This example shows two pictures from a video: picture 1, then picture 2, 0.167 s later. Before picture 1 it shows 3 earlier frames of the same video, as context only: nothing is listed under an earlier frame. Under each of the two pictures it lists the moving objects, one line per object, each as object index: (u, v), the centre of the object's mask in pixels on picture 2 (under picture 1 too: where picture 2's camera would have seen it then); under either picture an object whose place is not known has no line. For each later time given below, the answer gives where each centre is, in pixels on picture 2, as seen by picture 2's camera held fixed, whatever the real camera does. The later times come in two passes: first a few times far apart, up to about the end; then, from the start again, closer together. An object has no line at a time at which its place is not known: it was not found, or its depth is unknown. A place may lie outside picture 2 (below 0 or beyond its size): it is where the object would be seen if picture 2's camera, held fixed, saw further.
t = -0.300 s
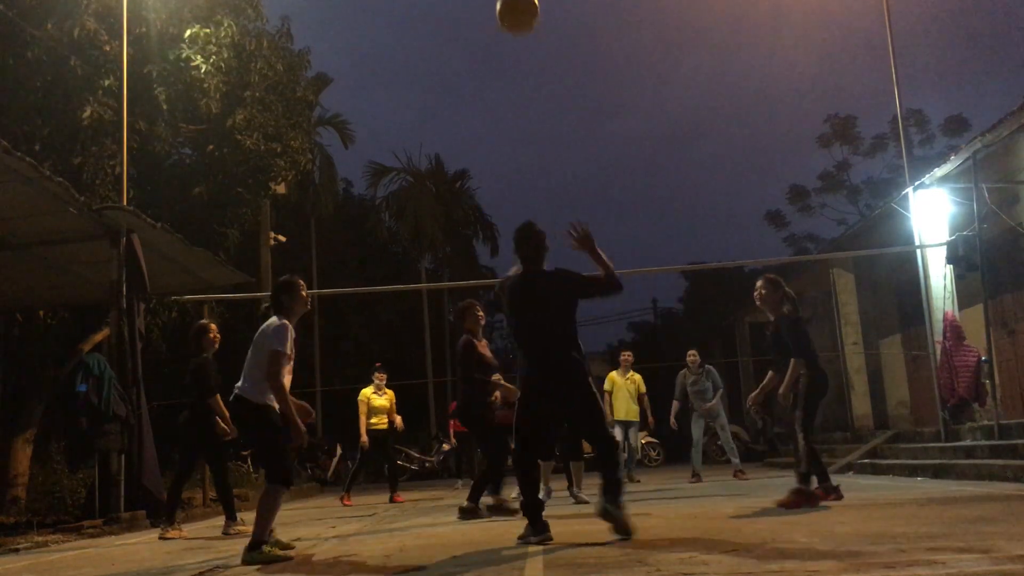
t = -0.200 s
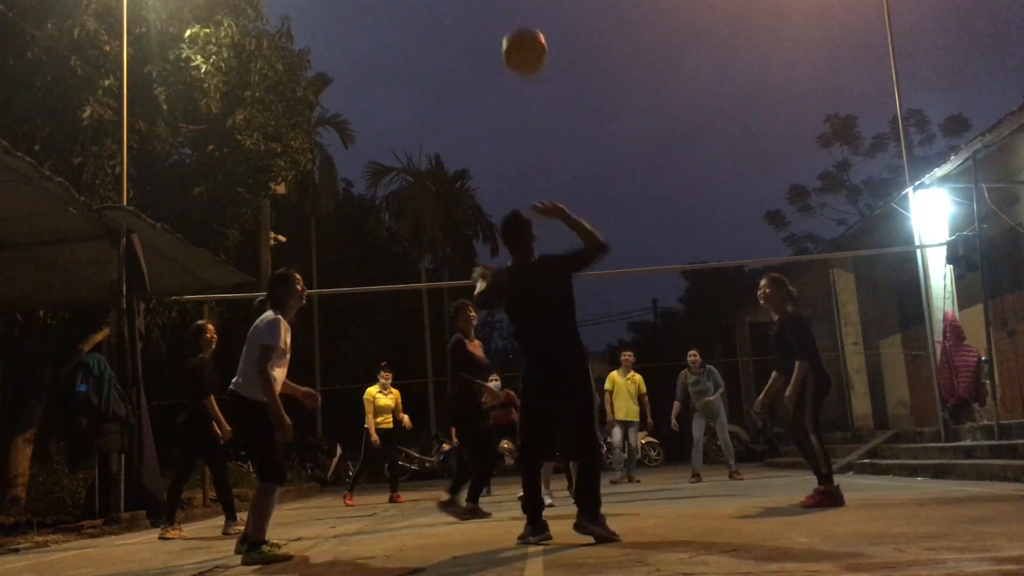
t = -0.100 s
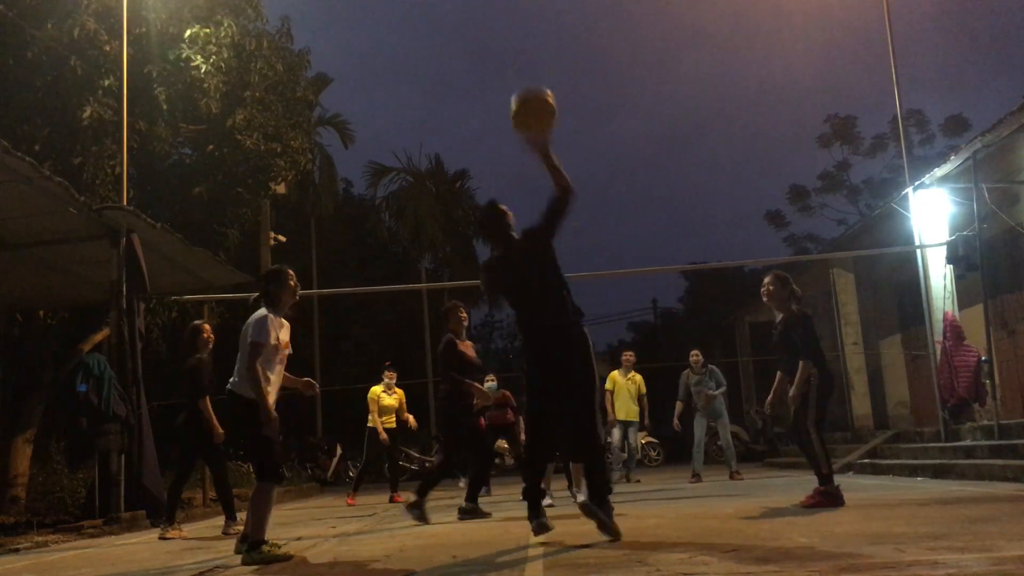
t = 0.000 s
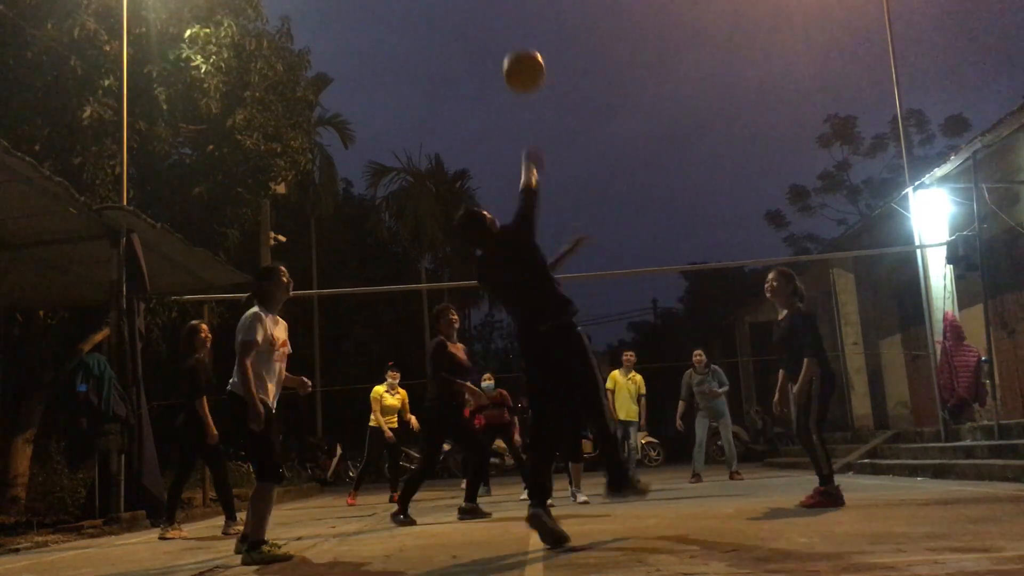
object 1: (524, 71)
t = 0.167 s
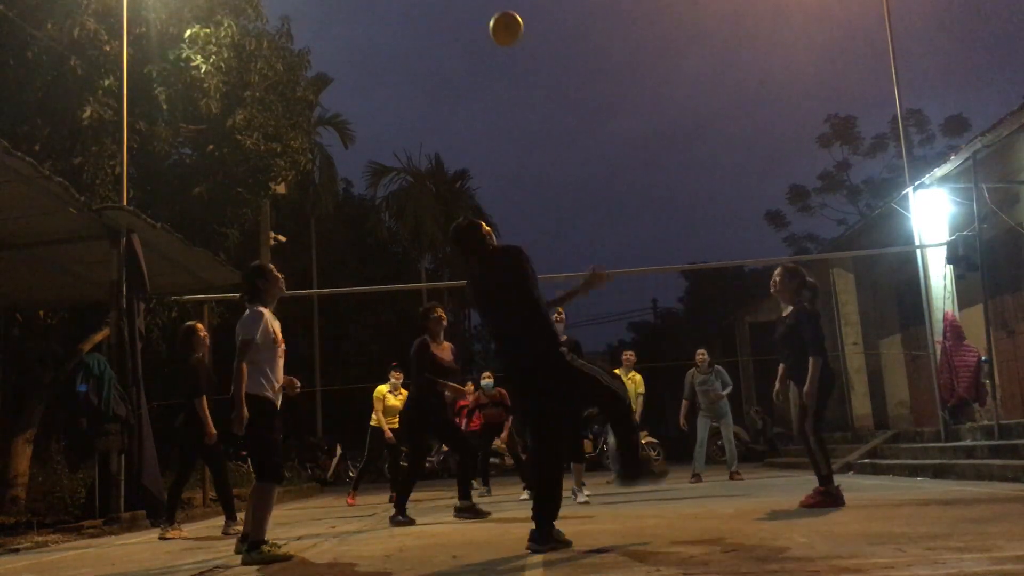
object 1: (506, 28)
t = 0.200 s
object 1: (504, 25)
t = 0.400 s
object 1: (494, 40)
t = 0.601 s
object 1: (492, 88)
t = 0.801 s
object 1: (492, 159)
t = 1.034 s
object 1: (491, 262)
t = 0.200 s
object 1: (504, 25)
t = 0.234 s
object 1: (502, 25)
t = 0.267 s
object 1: (501, 26)
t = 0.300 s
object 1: (500, 28)
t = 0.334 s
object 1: (498, 31)
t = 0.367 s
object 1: (496, 35)
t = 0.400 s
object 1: (494, 40)
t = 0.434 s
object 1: (493, 46)
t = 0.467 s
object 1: (493, 53)
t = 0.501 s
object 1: (492, 61)
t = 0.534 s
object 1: (492, 69)
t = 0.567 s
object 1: (492, 78)
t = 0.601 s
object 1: (492, 88)
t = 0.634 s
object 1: (492, 98)
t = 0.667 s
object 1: (492, 109)
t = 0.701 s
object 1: (492, 121)
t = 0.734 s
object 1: (492, 133)
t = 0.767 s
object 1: (492, 146)
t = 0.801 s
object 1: (492, 159)
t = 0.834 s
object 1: (492, 173)
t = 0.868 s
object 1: (492, 186)
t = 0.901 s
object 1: (492, 201)
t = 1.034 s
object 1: (491, 262)
